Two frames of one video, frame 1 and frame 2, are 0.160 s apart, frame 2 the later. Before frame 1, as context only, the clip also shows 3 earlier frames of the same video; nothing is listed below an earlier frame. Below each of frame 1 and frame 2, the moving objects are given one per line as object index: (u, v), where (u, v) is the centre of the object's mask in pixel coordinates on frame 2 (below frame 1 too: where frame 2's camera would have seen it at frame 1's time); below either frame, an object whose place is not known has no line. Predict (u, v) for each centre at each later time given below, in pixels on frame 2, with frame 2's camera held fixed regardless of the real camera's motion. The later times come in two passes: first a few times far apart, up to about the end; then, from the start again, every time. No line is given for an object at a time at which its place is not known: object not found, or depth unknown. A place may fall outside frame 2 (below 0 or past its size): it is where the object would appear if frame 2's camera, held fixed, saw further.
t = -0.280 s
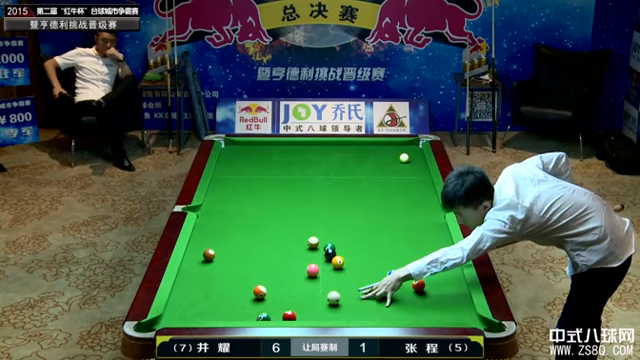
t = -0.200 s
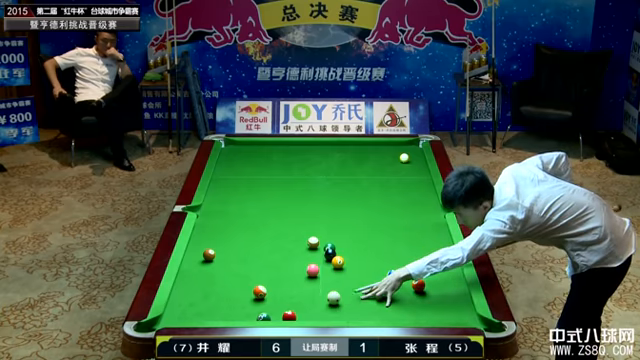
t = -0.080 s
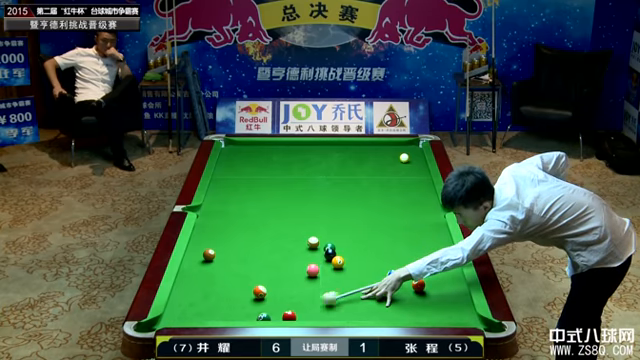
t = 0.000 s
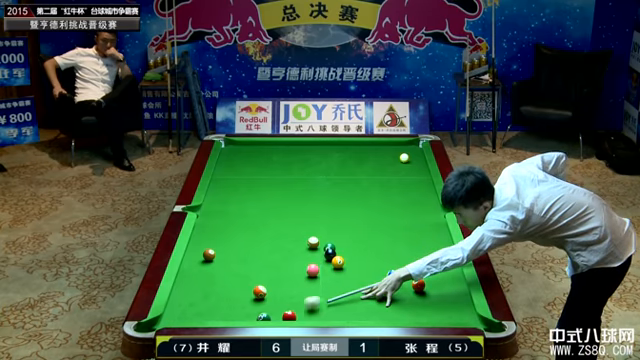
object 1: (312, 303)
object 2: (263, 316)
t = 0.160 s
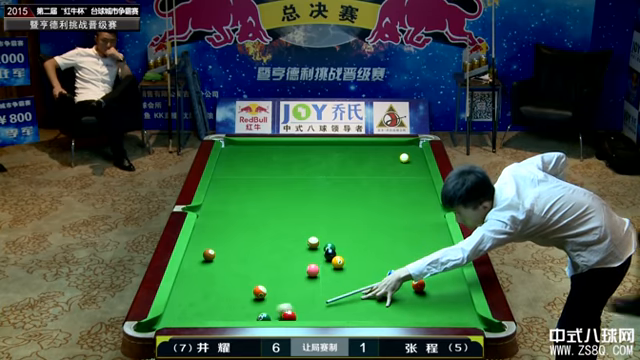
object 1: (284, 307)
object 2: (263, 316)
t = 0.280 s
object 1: (268, 311)
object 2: (262, 317)
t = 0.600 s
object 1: (236, 304)
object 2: (256, 316)
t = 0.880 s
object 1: (210, 297)
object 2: (251, 314)
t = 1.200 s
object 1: (183, 289)
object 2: (247, 314)
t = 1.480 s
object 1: (191, 284)
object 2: (245, 314)
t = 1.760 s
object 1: (205, 280)
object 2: (245, 313)
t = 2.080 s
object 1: (219, 275)
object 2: (245, 313)
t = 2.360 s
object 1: (230, 272)
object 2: (245, 313)
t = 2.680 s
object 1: (240, 268)
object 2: (245, 313)
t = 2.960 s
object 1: (248, 266)
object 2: (245, 313)
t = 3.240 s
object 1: (255, 264)
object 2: (245, 313)
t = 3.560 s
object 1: (261, 263)
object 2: (245, 313)
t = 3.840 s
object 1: (265, 261)
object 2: (245, 313)
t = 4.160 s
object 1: (268, 260)
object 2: (245, 313)
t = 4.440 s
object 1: (269, 260)
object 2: (245, 313)
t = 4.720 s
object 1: (270, 260)
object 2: (245, 313)
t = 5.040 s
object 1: (270, 260)
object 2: (245, 313)
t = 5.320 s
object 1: (270, 260)
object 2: (245, 313)
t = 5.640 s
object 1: (270, 260)
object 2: (245, 313)
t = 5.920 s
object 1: (270, 260)
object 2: (245, 313)
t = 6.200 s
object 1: (270, 260)
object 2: (245, 313)
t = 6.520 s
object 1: (270, 260)
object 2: (245, 313)
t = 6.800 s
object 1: (270, 260)
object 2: (245, 313)
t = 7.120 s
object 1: (270, 260)
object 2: (245, 313)
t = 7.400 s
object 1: (270, 260)
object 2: (245, 313)
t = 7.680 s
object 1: (270, 260)
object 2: (245, 313)
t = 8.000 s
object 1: (270, 260)
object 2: (245, 313)
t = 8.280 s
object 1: (270, 260)
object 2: (245, 313)
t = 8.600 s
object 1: (270, 260)
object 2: (245, 313)
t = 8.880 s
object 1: (270, 260)
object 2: (245, 313)
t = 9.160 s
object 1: (270, 260)
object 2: (245, 313)
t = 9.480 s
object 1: (270, 260)
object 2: (245, 313)
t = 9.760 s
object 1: (270, 260)
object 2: (245, 313)
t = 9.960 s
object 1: (270, 260)
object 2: (245, 313)
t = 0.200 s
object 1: (278, 311)
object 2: (263, 317)
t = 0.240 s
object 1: (273, 312)
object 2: (263, 317)
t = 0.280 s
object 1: (268, 311)
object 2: (262, 317)
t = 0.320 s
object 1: (264, 309)
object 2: (261, 317)
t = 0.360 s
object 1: (259, 309)
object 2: (260, 316)
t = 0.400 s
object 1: (254, 308)
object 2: (260, 316)
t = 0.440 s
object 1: (250, 308)
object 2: (258, 315)
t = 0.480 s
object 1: (247, 308)
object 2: (258, 316)
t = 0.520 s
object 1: (243, 306)
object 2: (258, 316)
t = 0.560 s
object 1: (239, 305)
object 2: (257, 316)
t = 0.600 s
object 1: (236, 304)
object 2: (256, 316)
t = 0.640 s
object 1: (232, 302)
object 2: (255, 315)
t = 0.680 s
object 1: (228, 301)
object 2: (255, 315)
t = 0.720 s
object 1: (225, 300)
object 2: (254, 315)
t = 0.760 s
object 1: (221, 299)
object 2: (253, 315)
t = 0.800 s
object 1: (217, 298)
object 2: (252, 315)
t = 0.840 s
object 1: (214, 298)
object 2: (252, 315)
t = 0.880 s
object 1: (210, 297)
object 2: (251, 314)
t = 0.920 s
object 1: (207, 295)
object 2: (251, 314)
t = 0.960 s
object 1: (203, 295)
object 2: (250, 314)
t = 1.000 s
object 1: (200, 294)
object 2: (250, 314)
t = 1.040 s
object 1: (197, 292)
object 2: (249, 314)
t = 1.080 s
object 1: (193, 292)
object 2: (249, 314)
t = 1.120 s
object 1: (190, 291)
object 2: (248, 314)
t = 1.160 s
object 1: (187, 290)
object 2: (248, 314)
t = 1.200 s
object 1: (183, 289)
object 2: (247, 314)
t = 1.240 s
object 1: (180, 288)
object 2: (247, 314)
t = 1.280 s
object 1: (179, 288)
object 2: (247, 314)
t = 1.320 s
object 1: (182, 287)
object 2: (246, 314)
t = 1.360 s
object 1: (184, 286)
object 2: (246, 314)
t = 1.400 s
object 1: (186, 285)
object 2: (246, 314)
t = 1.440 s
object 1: (188, 284)
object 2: (245, 313)
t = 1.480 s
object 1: (191, 284)
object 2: (245, 314)
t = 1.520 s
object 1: (192, 283)
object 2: (245, 314)
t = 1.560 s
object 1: (195, 283)
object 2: (245, 313)
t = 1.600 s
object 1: (197, 282)
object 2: (245, 313)
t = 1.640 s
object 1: (199, 281)
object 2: (245, 313)
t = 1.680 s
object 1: (201, 281)
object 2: (245, 313)
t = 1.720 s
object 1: (203, 280)
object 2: (245, 313)
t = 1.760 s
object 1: (205, 280)
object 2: (245, 313)
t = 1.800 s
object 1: (206, 279)
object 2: (245, 313)
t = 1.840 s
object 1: (208, 278)
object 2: (245, 313)
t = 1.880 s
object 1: (210, 278)
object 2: (245, 313)
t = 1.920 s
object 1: (212, 277)
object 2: (245, 313)
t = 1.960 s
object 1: (213, 277)
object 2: (245, 313)
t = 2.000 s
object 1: (215, 276)
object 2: (245, 313)
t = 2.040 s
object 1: (217, 276)
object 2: (245, 313)
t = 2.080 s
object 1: (219, 275)
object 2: (245, 313)
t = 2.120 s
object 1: (221, 275)
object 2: (245, 313)
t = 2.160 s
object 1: (222, 274)
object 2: (245, 313)
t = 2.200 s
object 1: (224, 274)
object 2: (245, 313)
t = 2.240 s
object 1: (225, 273)
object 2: (245, 313)
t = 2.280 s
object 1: (227, 273)
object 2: (245, 313)
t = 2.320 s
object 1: (228, 272)
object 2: (245, 313)
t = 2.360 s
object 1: (230, 272)
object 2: (245, 313)
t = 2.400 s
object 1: (231, 271)
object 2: (245, 313)
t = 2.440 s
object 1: (233, 271)
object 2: (245, 313)
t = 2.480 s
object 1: (234, 270)
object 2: (245, 313)
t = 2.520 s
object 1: (235, 270)
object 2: (245, 313)
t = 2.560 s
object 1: (237, 270)
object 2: (245, 313)
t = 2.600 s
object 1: (238, 269)
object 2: (245, 313)
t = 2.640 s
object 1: (239, 269)
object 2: (245, 313)
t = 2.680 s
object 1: (240, 268)
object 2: (245, 313)
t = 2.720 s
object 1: (241, 268)
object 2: (245, 313)
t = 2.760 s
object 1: (243, 268)
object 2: (245, 313)
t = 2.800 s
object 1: (244, 268)
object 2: (245, 313)
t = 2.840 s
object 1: (245, 267)
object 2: (245, 313)
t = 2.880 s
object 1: (246, 267)
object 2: (245, 313)
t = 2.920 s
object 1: (247, 266)
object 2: (245, 313)
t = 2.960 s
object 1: (248, 266)
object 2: (245, 313)
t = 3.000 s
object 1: (249, 266)
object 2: (245, 313)
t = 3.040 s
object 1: (250, 266)
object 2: (245, 313)
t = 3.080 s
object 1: (251, 265)
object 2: (245, 313)
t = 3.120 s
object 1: (252, 265)
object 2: (245, 313)
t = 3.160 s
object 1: (253, 265)
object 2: (245, 313)
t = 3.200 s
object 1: (254, 264)
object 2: (245, 313)
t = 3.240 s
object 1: (255, 264)
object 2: (245, 313)
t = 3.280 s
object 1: (256, 264)
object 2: (245, 313)
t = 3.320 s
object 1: (257, 263)
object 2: (245, 313)
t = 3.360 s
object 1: (257, 263)
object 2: (245, 313)
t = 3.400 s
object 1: (258, 263)
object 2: (245, 313)
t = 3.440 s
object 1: (259, 263)
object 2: (245, 313)
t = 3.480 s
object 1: (260, 263)
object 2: (245, 313)
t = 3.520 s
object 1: (260, 262)
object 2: (245, 313)
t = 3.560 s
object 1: (261, 263)
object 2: (245, 313)
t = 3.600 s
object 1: (262, 262)
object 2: (245, 313)
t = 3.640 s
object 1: (262, 262)
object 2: (245, 313)
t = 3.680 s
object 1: (263, 262)
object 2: (245, 313)
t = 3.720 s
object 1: (264, 262)
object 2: (245, 313)
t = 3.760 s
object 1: (264, 261)
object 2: (245, 313)
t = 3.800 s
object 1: (264, 261)
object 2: (245, 313)
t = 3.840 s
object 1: (265, 261)
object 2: (245, 313)
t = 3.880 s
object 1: (266, 261)
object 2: (245, 313)
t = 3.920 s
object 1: (266, 261)
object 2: (245, 313)
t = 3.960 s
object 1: (266, 261)
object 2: (245, 313)
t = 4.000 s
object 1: (267, 261)
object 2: (245, 313)
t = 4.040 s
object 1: (267, 261)
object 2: (245, 313)
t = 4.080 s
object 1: (267, 261)
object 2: (245, 313)
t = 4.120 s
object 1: (268, 261)
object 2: (245, 313)
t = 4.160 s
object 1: (268, 260)
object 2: (245, 313)
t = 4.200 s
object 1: (268, 260)
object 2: (245, 313)
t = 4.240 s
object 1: (268, 260)
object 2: (245, 313)
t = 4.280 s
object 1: (269, 260)
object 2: (245, 313)
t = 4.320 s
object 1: (269, 260)
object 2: (245, 313)
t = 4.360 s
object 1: (269, 260)
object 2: (245, 313)
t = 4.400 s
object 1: (269, 260)
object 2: (245, 313)
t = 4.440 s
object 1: (269, 260)
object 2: (245, 313)
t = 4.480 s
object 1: (269, 260)
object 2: (245, 313)
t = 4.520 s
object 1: (269, 260)
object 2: (245, 313)
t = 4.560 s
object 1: (270, 260)
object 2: (245, 313)
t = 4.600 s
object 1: (270, 260)
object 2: (245, 313)
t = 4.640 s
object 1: (270, 260)
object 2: (245, 313)
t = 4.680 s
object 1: (270, 260)
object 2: (245, 313)
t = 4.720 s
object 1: (270, 260)
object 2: (245, 313)
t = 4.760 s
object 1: (270, 260)
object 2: (245, 313)
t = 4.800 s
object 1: (270, 260)
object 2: (245, 313)
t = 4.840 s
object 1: (270, 260)
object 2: (245, 313)
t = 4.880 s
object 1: (270, 260)
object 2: (245, 313)
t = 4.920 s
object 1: (270, 260)
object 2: (245, 313)
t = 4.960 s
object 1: (270, 260)
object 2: (245, 313)
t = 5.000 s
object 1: (270, 260)
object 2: (245, 313)
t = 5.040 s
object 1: (270, 260)
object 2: (245, 313)
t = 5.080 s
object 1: (270, 260)
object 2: (245, 313)
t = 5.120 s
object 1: (270, 260)
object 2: (245, 313)
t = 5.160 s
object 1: (270, 260)
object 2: (245, 313)
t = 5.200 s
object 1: (270, 260)
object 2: (245, 313)
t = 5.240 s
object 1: (270, 260)
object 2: (245, 313)
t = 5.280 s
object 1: (270, 260)
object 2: (245, 313)
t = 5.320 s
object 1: (270, 260)
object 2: (245, 313)
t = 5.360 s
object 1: (270, 260)
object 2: (245, 313)
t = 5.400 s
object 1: (270, 260)
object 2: (245, 313)
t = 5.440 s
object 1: (270, 260)
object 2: (245, 313)
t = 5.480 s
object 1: (270, 260)
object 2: (245, 313)
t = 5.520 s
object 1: (270, 260)
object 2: (245, 313)
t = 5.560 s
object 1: (270, 260)
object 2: (245, 313)
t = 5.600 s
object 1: (270, 260)
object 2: (245, 313)
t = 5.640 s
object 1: (270, 260)
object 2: (245, 313)
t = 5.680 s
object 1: (270, 260)
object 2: (245, 313)
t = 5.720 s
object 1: (270, 260)
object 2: (245, 313)
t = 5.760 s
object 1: (270, 260)
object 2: (245, 313)
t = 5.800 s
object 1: (270, 260)
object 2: (245, 313)
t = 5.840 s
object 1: (270, 260)
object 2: (245, 313)
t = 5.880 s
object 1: (270, 260)
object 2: (245, 313)
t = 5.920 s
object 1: (270, 260)
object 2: (245, 313)
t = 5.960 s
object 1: (270, 260)
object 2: (245, 313)
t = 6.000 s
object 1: (270, 260)
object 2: (245, 313)
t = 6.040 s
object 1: (270, 260)
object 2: (245, 313)
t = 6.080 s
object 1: (270, 260)
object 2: (245, 313)
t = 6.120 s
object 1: (270, 260)
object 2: (245, 313)
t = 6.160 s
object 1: (270, 260)
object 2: (245, 313)
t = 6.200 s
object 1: (270, 260)
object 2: (245, 313)
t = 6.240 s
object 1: (270, 260)
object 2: (245, 313)
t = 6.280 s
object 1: (270, 260)
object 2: (245, 313)
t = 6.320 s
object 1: (270, 260)
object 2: (245, 313)
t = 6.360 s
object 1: (270, 260)
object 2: (245, 313)
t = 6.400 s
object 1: (270, 260)
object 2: (245, 313)
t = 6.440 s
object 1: (270, 260)
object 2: (245, 313)
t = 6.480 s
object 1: (270, 260)
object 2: (245, 313)
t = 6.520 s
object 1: (270, 260)
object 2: (245, 313)
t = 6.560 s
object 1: (270, 260)
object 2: (245, 313)
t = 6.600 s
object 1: (270, 260)
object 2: (245, 313)
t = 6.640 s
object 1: (270, 260)
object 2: (245, 313)
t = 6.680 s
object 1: (270, 260)
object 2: (245, 313)
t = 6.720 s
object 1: (270, 260)
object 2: (245, 313)
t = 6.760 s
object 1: (270, 260)
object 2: (245, 313)
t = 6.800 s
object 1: (270, 260)
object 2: (245, 313)
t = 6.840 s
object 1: (270, 260)
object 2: (245, 313)
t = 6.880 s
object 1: (270, 260)
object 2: (245, 313)
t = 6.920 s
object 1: (270, 260)
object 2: (245, 313)
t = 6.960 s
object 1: (270, 260)
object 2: (245, 313)
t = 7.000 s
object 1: (270, 260)
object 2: (245, 313)
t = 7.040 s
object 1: (270, 260)
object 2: (245, 313)
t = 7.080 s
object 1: (270, 260)
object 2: (245, 313)
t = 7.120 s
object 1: (270, 260)
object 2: (245, 313)
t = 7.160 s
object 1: (270, 260)
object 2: (245, 313)
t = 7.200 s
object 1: (270, 260)
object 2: (245, 313)
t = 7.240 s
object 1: (270, 260)
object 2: (245, 313)
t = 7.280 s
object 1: (270, 260)
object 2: (245, 313)
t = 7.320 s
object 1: (270, 260)
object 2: (245, 313)
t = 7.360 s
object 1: (270, 260)
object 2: (245, 313)
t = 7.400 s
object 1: (270, 260)
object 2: (245, 313)
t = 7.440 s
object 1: (270, 260)
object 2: (245, 313)
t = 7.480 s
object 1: (270, 260)
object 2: (245, 313)
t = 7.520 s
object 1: (270, 260)
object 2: (245, 313)
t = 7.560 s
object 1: (270, 260)
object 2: (245, 313)
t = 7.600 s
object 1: (270, 260)
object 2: (245, 313)
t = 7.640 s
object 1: (270, 260)
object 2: (245, 313)
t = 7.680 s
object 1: (270, 260)
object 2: (245, 313)
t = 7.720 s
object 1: (270, 260)
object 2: (245, 313)
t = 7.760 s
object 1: (270, 260)
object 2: (245, 313)
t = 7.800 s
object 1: (270, 260)
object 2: (245, 313)
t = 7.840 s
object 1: (270, 260)
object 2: (245, 313)
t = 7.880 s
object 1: (270, 260)
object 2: (245, 313)
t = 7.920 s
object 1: (270, 260)
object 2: (245, 313)
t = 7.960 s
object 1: (270, 260)
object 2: (245, 313)
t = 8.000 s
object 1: (270, 260)
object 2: (245, 313)
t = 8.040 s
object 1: (270, 260)
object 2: (245, 313)
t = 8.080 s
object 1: (270, 260)
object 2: (245, 313)
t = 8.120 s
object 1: (270, 260)
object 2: (245, 313)
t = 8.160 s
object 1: (270, 260)
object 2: (245, 313)
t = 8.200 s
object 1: (270, 260)
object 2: (245, 313)
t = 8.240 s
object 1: (270, 260)
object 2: (245, 313)
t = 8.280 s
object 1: (270, 260)
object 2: (245, 313)
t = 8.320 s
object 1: (270, 260)
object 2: (245, 313)
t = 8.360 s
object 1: (270, 260)
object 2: (245, 313)
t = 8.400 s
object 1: (270, 260)
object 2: (245, 313)
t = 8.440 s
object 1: (270, 260)
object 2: (245, 313)
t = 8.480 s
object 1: (270, 260)
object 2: (245, 313)
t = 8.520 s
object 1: (270, 260)
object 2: (245, 313)
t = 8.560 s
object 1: (270, 260)
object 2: (245, 313)
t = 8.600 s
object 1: (270, 260)
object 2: (245, 313)
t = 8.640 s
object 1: (270, 260)
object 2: (245, 313)
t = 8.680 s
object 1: (270, 260)
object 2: (245, 313)
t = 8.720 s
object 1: (270, 260)
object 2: (245, 313)
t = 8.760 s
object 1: (270, 260)
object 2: (245, 313)
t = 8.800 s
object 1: (270, 260)
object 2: (245, 313)
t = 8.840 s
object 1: (270, 260)
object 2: (245, 313)
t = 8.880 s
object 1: (270, 260)
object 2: (245, 313)
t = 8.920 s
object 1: (270, 260)
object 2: (245, 313)
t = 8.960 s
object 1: (270, 260)
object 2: (245, 313)
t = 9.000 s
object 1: (270, 260)
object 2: (245, 313)
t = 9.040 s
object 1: (270, 260)
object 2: (245, 313)
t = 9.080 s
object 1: (270, 260)
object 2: (245, 313)
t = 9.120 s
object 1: (270, 260)
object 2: (245, 313)
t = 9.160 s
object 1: (270, 260)
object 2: (245, 313)
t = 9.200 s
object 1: (270, 260)
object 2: (245, 313)
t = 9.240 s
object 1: (270, 260)
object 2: (245, 313)
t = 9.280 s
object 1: (270, 260)
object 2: (245, 313)
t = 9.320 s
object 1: (270, 260)
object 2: (245, 313)
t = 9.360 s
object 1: (270, 260)
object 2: (245, 313)
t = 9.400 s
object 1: (270, 260)
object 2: (245, 313)
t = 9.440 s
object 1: (270, 260)
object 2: (245, 313)
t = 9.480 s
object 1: (270, 260)
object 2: (245, 313)
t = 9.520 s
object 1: (270, 260)
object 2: (245, 313)
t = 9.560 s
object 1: (270, 260)
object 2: (245, 313)
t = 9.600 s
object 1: (270, 260)
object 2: (245, 313)
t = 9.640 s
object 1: (270, 260)
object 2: (245, 313)
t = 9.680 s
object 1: (270, 260)
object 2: (245, 313)
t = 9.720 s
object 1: (270, 260)
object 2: (245, 313)
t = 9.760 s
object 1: (270, 260)
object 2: (245, 313)
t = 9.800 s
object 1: (270, 260)
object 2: (245, 313)
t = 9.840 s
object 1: (270, 260)
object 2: (245, 313)
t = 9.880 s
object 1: (270, 260)
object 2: (245, 313)
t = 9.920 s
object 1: (270, 260)
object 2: (245, 313)
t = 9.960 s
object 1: (270, 260)
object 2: (245, 313)
